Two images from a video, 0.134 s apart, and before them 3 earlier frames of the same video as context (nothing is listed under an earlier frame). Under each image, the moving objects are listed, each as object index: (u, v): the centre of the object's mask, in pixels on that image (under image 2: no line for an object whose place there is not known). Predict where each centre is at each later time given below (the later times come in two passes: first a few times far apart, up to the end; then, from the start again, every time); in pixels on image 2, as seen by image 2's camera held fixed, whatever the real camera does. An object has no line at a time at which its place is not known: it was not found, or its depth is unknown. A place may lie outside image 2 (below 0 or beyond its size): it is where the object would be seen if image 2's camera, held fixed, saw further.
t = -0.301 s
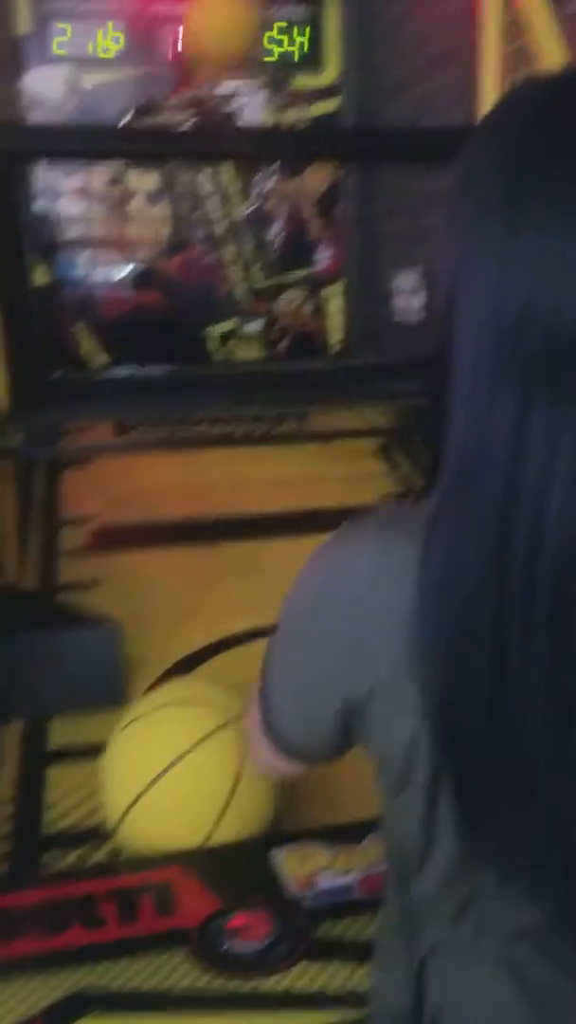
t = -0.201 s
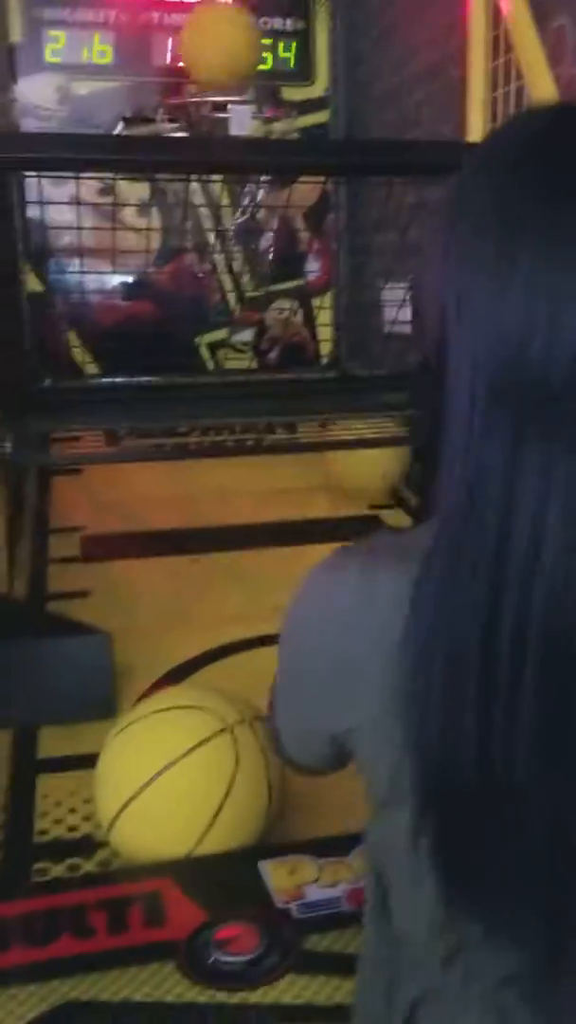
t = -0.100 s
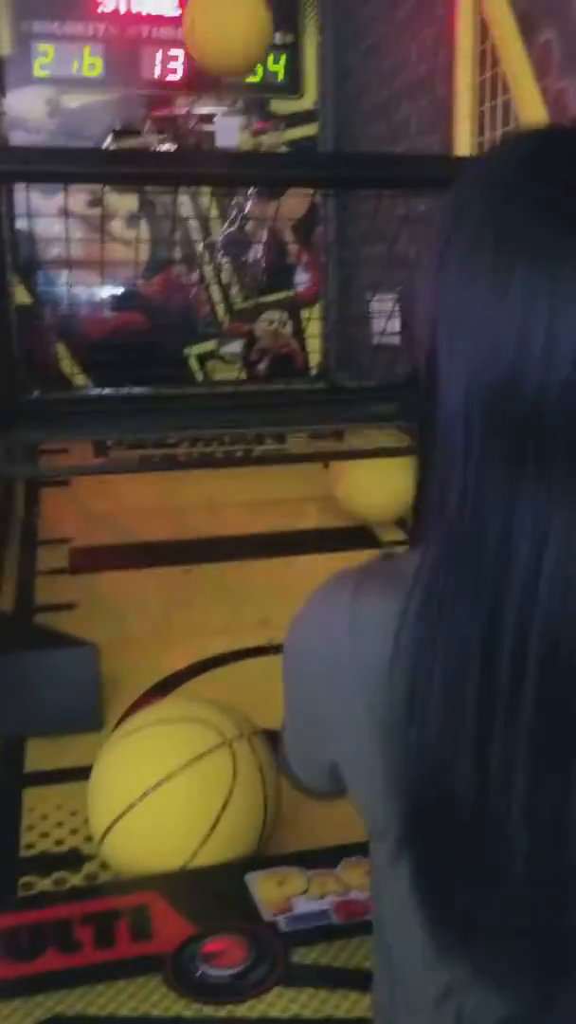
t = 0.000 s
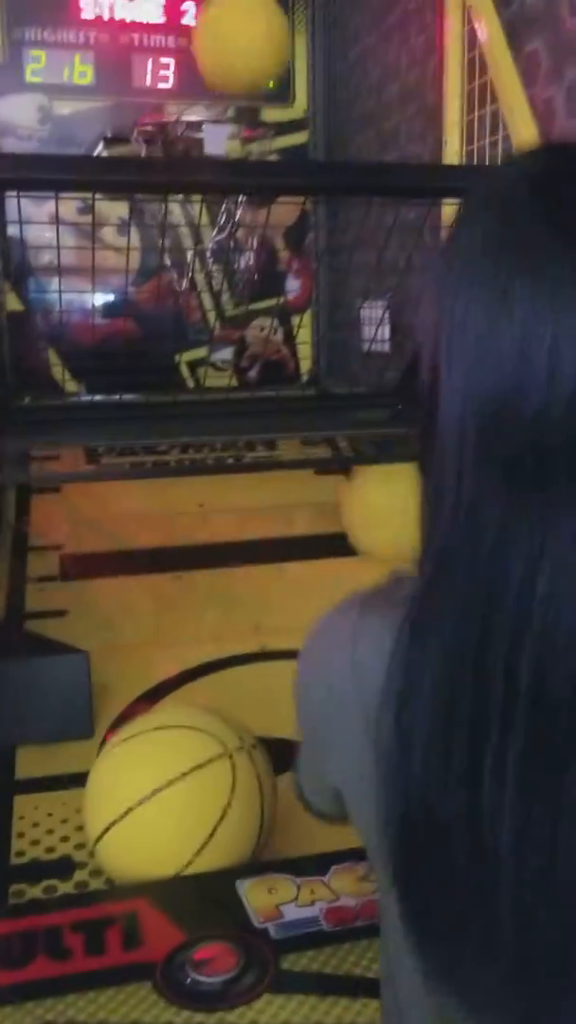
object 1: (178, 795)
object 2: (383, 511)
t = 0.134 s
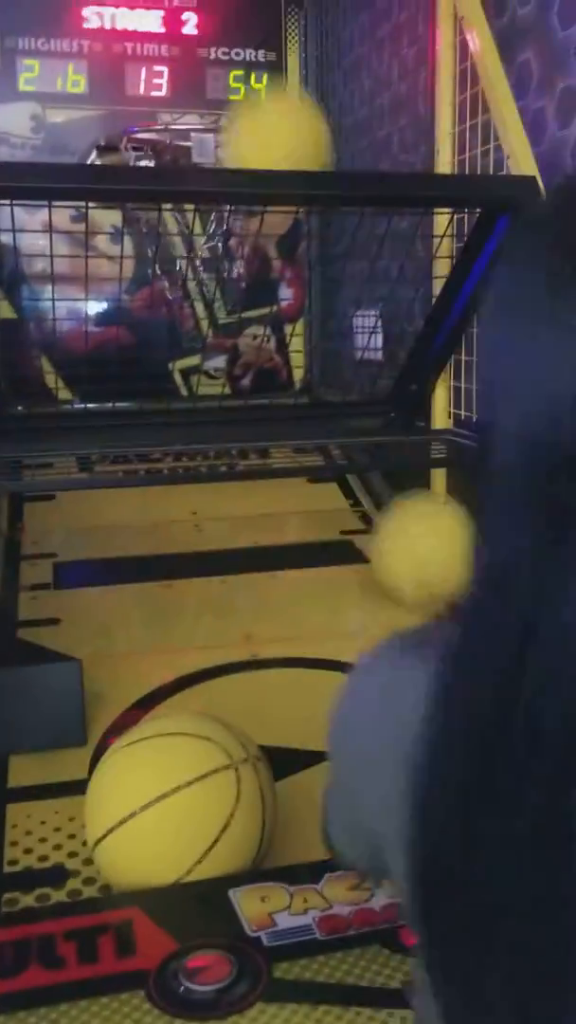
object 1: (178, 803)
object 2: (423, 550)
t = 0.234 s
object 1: (182, 802)
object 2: (412, 542)
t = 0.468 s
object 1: (189, 801)
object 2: (307, 570)
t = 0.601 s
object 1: (192, 800)
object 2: (275, 608)
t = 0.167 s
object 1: (179, 802)
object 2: (435, 561)
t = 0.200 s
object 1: (180, 802)
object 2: (429, 550)
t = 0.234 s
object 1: (182, 802)
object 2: (412, 542)
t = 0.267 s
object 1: (183, 802)
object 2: (397, 540)
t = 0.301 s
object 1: (184, 801)
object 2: (377, 540)
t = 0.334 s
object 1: (186, 801)
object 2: (361, 548)
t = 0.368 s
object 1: (187, 801)
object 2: (341, 562)
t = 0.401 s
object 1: (188, 801)
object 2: (326, 577)
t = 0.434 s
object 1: (189, 801)
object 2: (316, 575)
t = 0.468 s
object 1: (189, 801)
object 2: (307, 570)
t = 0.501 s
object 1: (190, 801)
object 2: (299, 570)
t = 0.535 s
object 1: (191, 800)
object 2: (291, 576)
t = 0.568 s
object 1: (192, 800)
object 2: (283, 588)
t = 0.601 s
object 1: (192, 800)
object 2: (275, 608)
